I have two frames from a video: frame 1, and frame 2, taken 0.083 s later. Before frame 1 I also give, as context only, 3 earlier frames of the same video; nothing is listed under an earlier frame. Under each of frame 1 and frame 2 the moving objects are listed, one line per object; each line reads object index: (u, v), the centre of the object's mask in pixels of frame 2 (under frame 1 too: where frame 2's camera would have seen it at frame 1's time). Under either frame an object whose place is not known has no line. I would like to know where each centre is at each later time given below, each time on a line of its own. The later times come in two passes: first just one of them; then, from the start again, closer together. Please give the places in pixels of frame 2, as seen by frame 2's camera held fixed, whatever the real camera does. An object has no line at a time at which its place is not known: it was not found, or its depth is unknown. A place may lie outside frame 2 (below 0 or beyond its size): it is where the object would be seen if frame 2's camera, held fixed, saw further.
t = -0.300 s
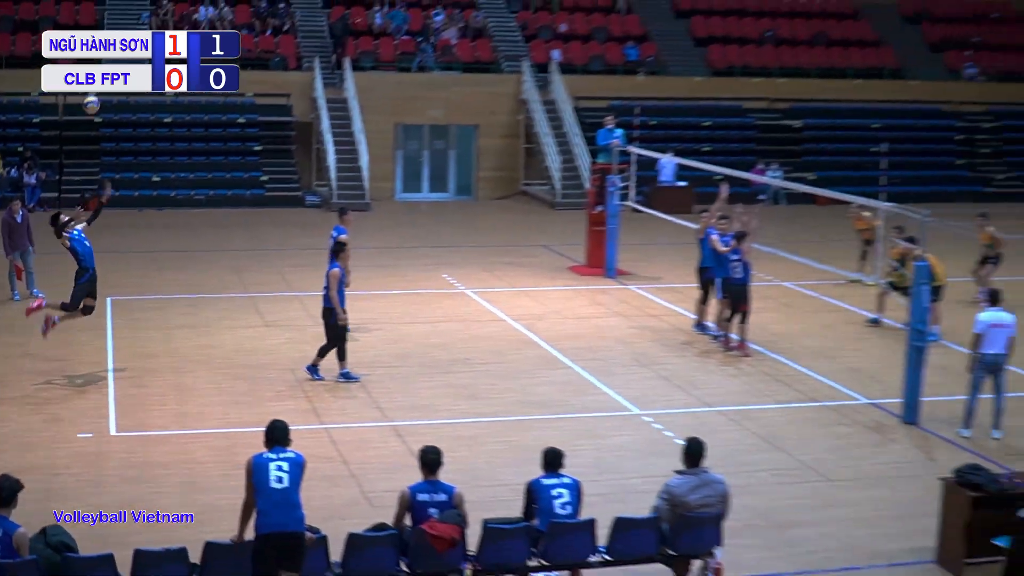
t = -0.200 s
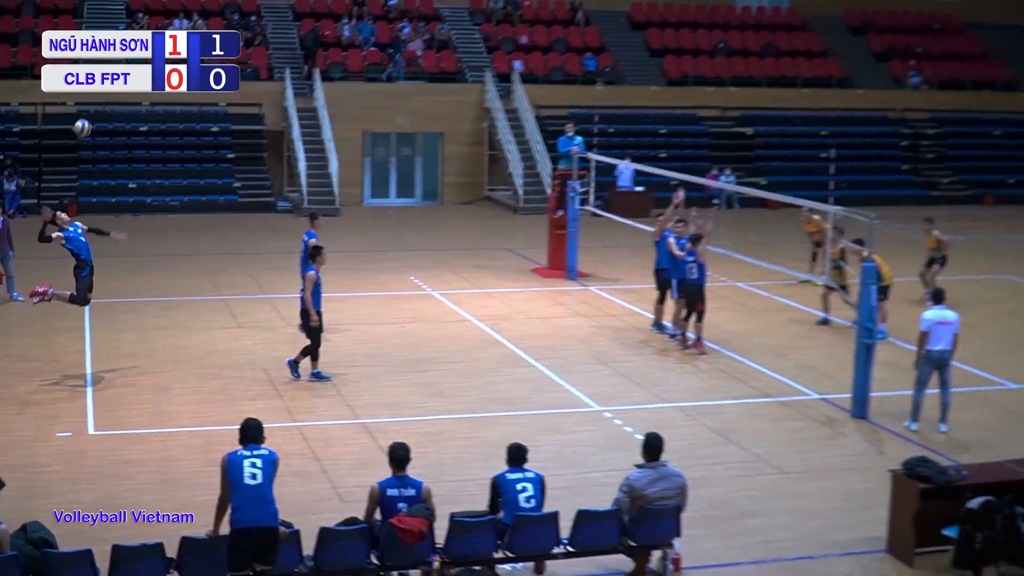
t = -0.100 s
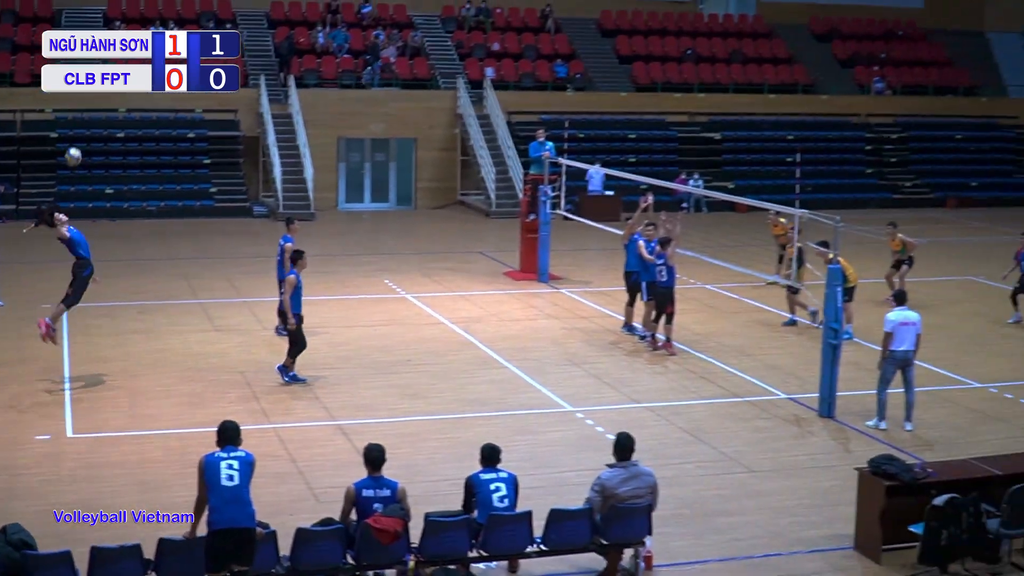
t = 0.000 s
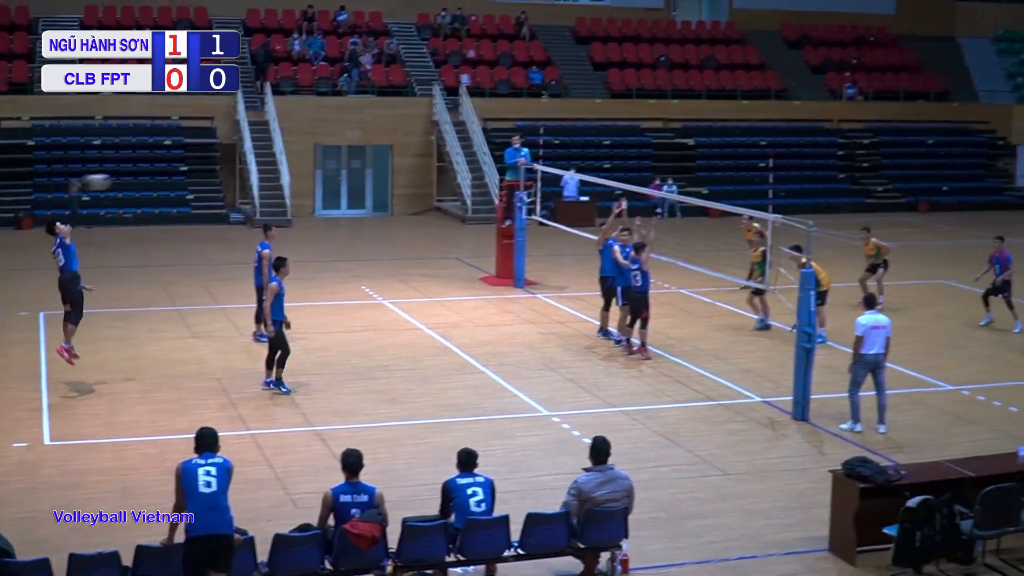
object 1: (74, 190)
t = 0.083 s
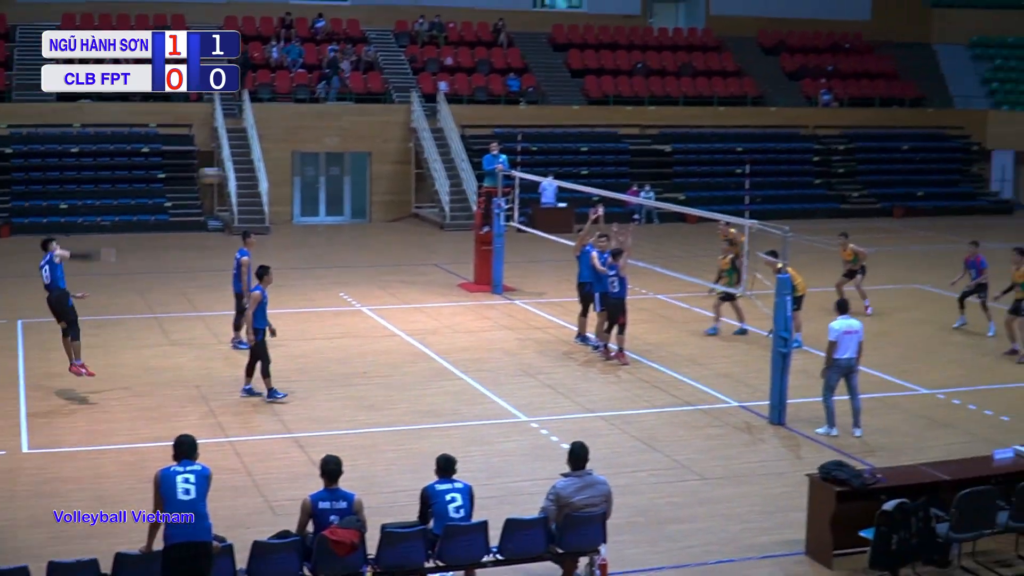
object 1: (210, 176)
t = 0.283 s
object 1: (491, 167)
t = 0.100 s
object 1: (240, 173)
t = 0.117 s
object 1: (262, 171)
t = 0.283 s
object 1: (491, 167)
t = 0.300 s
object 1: (511, 169)
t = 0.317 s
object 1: (532, 170)
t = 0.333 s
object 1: (552, 172)
